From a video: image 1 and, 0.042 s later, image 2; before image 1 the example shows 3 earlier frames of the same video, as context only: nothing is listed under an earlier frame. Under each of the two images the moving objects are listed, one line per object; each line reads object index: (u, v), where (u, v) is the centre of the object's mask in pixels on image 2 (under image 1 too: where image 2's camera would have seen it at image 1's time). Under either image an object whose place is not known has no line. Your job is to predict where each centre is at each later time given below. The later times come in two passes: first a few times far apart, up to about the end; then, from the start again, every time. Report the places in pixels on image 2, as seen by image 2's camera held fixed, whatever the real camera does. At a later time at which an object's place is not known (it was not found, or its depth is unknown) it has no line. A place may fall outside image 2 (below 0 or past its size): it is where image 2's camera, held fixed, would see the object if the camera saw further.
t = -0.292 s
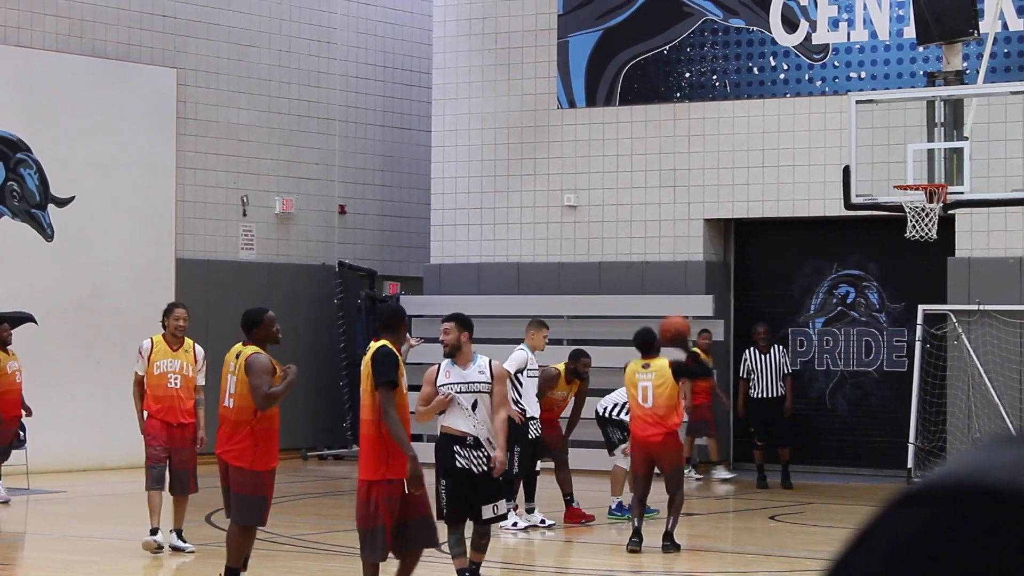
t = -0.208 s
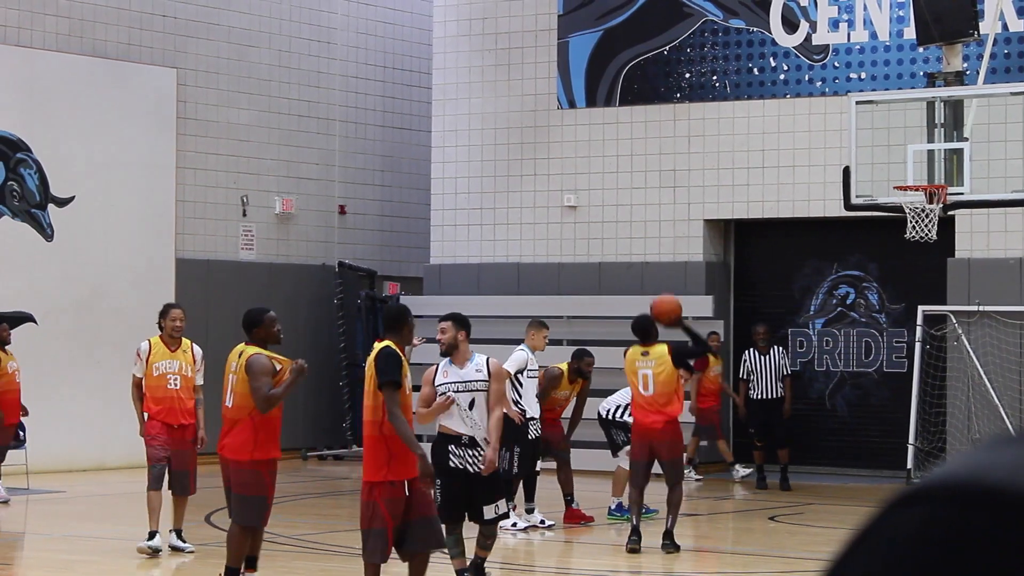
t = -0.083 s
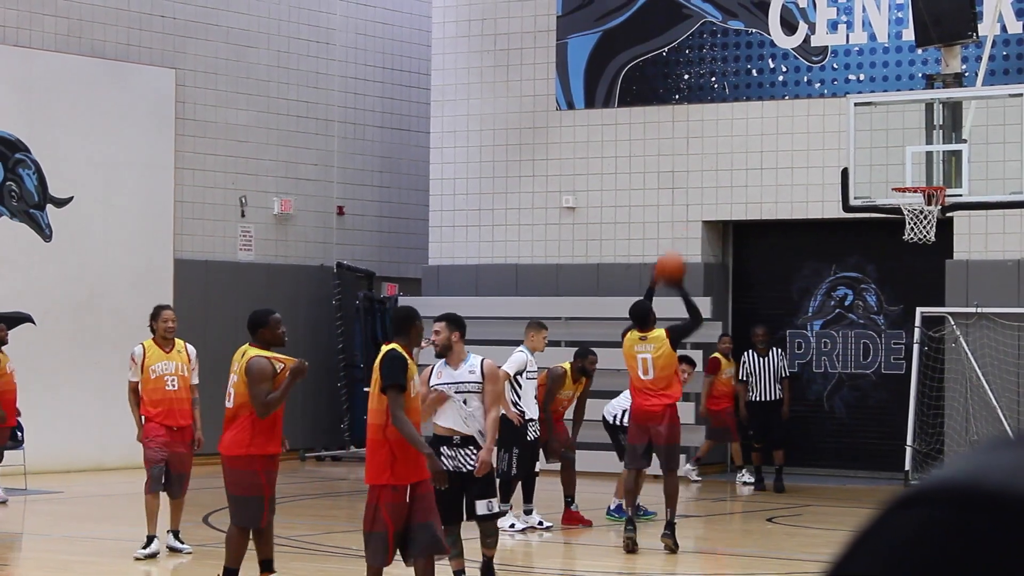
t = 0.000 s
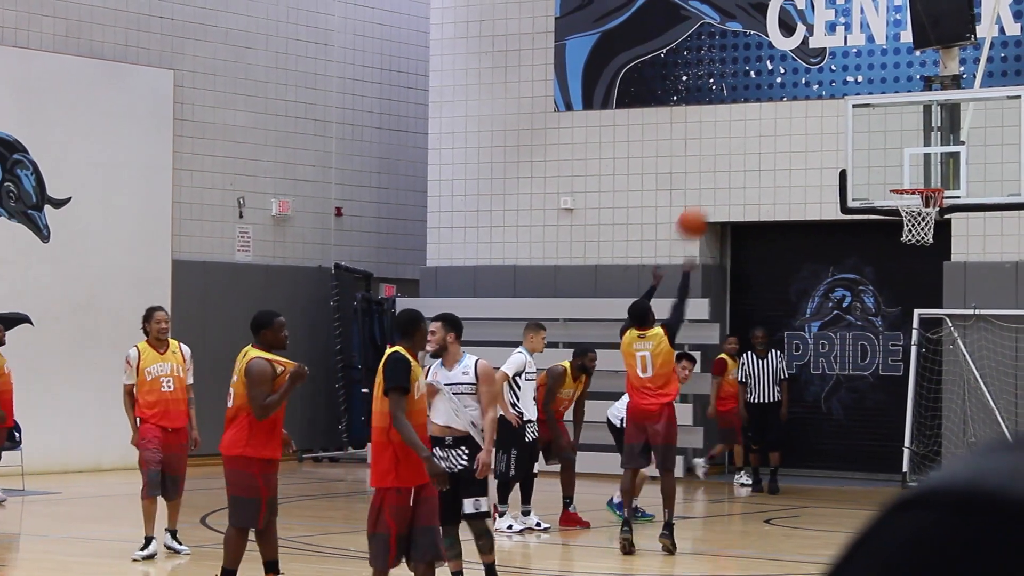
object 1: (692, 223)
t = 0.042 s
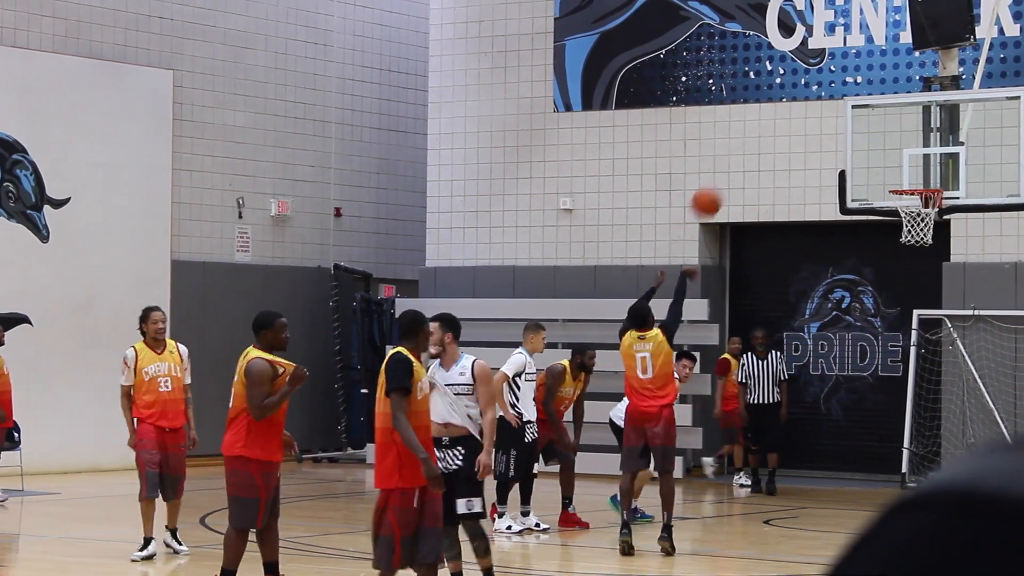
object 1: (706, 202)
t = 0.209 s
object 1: (762, 140)
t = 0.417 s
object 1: (825, 113)
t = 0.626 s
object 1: (882, 134)
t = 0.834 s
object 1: (915, 182)
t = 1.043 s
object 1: (924, 145)
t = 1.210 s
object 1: (946, 138)
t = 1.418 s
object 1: (973, 170)
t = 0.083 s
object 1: (720, 183)
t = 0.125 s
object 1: (734, 167)
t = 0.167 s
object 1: (749, 152)
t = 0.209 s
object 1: (762, 140)
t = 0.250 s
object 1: (775, 131)
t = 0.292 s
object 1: (788, 123)
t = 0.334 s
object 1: (801, 118)
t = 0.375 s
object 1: (813, 114)
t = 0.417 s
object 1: (825, 113)
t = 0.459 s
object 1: (836, 113)
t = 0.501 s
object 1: (848, 115)
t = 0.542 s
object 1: (860, 120)
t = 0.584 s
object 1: (871, 126)
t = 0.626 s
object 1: (882, 134)
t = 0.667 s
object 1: (893, 143)
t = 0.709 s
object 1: (904, 155)
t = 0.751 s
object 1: (914, 168)
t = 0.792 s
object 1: (925, 180)
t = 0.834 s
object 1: (915, 182)
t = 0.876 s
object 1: (902, 181)
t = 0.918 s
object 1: (908, 171)
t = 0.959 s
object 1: (913, 161)
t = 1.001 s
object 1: (919, 152)
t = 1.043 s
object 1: (924, 145)
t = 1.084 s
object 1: (930, 141)
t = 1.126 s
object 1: (935, 138)
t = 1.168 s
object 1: (940, 137)
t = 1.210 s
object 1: (946, 138)
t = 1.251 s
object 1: (951, 141)
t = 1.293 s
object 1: (957, 145)
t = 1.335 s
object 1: (962, 151)
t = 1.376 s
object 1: (967, 160)
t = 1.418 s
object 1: (973, 170)
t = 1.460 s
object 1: (978, 182)
